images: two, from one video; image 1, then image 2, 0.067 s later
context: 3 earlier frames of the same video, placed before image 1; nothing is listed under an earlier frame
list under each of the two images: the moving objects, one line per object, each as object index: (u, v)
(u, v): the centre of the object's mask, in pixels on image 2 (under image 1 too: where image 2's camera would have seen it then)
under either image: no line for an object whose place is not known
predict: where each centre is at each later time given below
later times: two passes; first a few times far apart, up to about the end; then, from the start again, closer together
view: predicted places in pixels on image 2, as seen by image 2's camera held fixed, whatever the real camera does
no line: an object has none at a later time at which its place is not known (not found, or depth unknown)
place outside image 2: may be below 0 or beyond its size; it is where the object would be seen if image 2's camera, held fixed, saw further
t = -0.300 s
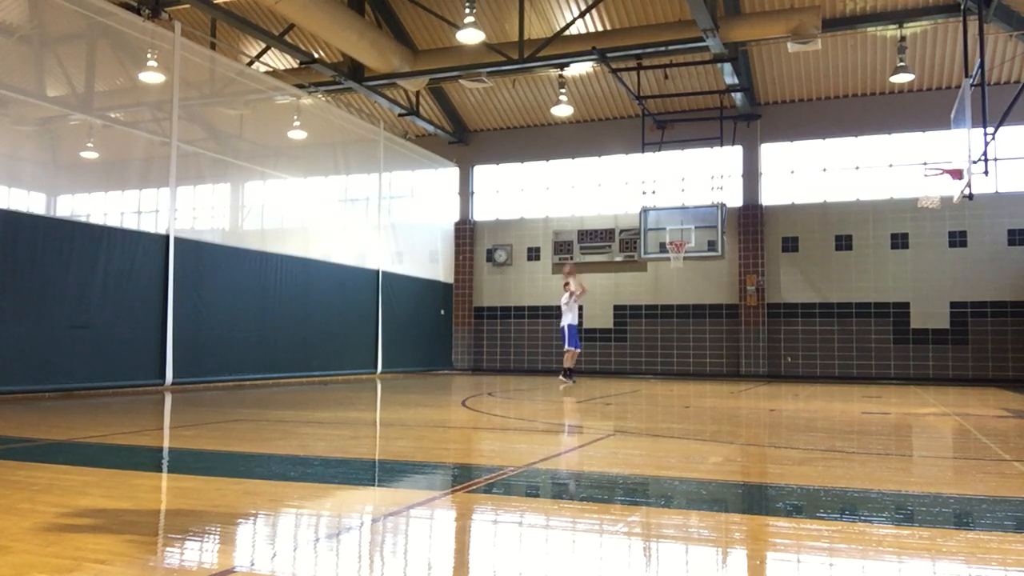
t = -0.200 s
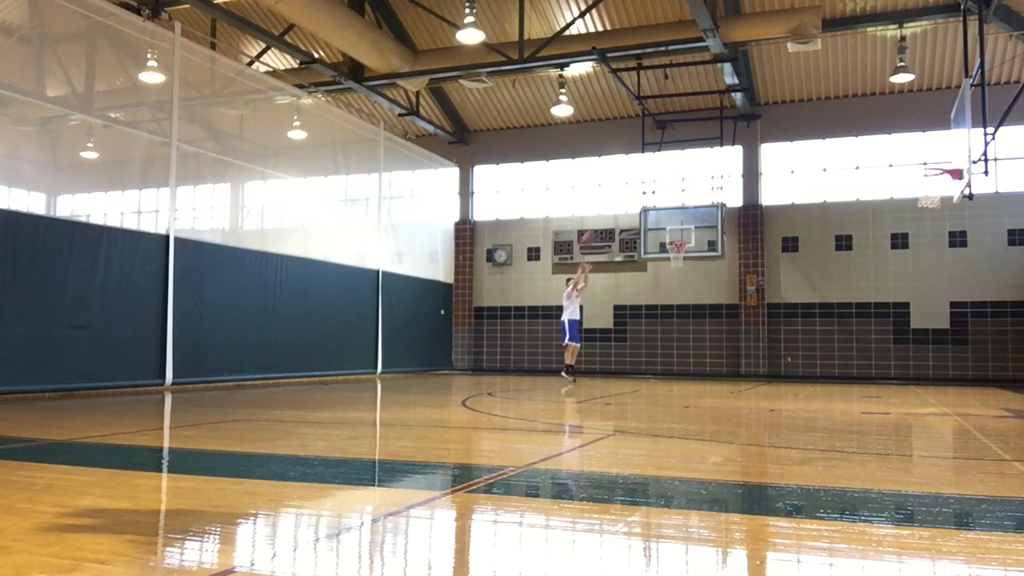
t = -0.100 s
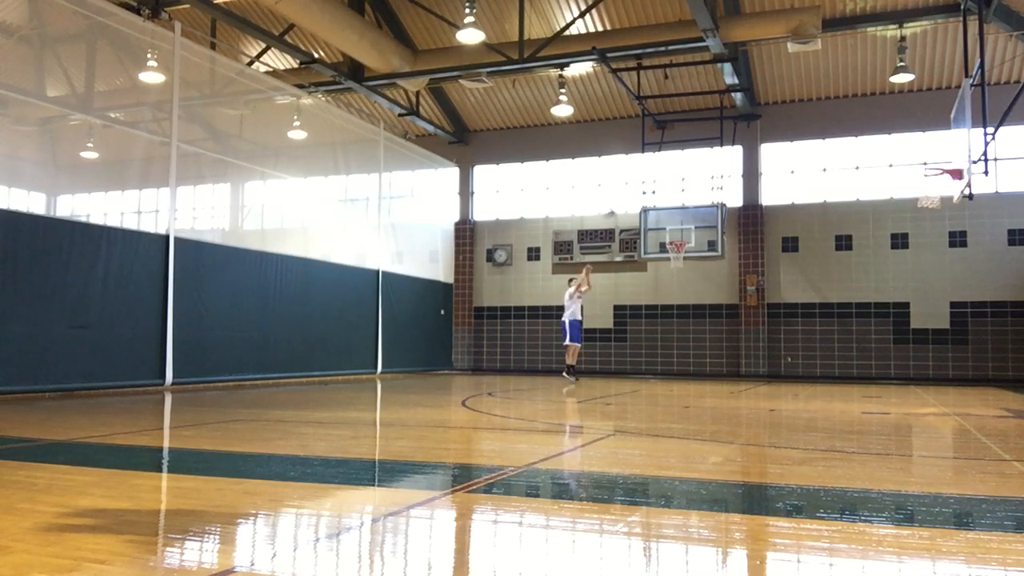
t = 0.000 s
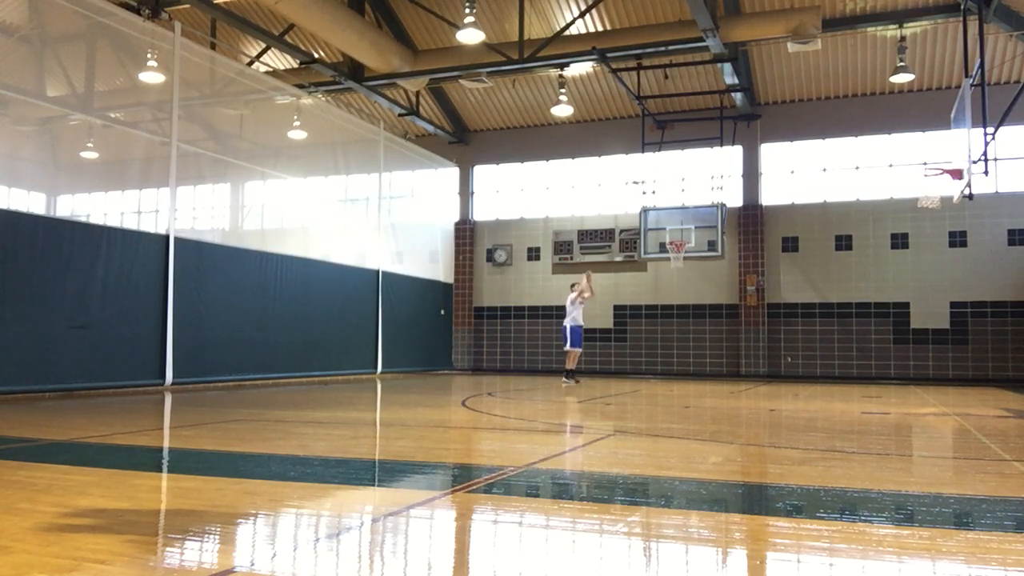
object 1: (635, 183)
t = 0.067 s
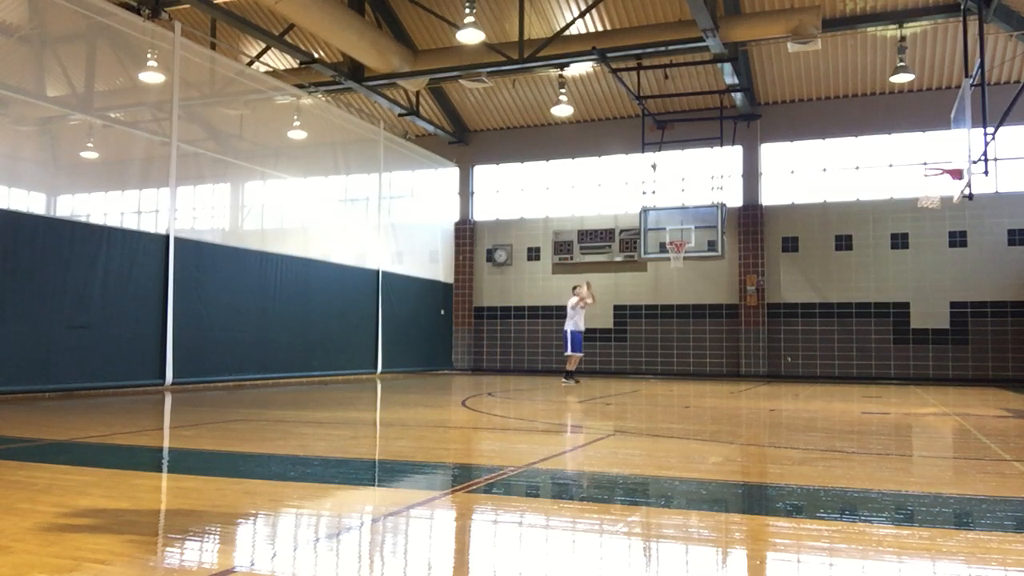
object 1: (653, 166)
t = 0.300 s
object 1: (722, 124)
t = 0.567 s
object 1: (805, 113)
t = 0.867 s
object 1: (922, 161)
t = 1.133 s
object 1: (915, 187)
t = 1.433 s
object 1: (937, 218)
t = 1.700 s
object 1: (963, 289)
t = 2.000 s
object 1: (991, 373)
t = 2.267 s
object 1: (1006, 304)
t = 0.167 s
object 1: (683, 145)
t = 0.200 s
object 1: (689, 137)
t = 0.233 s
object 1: (700, 133)
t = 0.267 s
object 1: (710, 129)
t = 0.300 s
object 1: (722, 124)
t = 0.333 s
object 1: (730, 121)
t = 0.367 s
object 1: (739, 119)
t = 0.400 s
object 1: (750, 115)
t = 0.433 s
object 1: (760, 114)
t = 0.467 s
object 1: (771, 112)
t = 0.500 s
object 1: (782, 111)
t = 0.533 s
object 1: (793, 112)
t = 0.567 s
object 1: (805, 113)
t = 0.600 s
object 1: (816, 114)
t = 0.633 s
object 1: (827, 116)
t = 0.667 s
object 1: (840, 118)
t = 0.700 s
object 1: (853, 122)
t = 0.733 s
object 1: (864, 127)
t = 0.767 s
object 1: (878, 131)
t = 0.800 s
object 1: (890, 140)
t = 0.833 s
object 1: (906, 151)
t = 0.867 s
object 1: (922, 161)
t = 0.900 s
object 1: (931, 168)
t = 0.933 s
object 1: (928, 178)
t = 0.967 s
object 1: (920, 187)
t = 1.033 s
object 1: (913, 186)
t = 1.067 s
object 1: (912, 186)
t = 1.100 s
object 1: (913, 187)
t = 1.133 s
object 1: (915, 187)
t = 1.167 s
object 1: (916, 189)
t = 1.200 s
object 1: (917, 192)
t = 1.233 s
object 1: (918, 194)
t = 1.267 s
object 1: (921, 198)
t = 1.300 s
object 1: (923, 200)
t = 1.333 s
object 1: (926, 204)
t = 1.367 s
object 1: (930, 205)
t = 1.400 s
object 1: (932, 207)
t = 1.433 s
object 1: (937, 218)
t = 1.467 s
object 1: (940, 221)
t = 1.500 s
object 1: (943, 228)
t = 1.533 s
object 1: (947, 237)
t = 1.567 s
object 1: (950, 245)
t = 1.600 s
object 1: (953, 256)
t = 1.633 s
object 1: (956, 266)
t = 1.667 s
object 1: (960, 278)
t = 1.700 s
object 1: (963, 289)
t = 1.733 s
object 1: (967, 304)
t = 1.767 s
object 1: (970, 318)
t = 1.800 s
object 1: (974, 333)
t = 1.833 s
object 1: (977, 348)
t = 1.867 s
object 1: (981, 367)
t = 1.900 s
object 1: (985, 382)
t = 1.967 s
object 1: (990, 384)
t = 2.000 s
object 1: (991, 373)
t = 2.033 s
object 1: (992, 362)
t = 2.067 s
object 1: (994, 351)
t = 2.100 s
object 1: (997, 341)
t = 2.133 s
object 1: (999, 332)
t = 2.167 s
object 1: (1000, 323)
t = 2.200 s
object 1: (1002, 315)
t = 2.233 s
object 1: (1004, 310)
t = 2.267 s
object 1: (1006, 304)
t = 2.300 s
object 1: (1008, 299)
